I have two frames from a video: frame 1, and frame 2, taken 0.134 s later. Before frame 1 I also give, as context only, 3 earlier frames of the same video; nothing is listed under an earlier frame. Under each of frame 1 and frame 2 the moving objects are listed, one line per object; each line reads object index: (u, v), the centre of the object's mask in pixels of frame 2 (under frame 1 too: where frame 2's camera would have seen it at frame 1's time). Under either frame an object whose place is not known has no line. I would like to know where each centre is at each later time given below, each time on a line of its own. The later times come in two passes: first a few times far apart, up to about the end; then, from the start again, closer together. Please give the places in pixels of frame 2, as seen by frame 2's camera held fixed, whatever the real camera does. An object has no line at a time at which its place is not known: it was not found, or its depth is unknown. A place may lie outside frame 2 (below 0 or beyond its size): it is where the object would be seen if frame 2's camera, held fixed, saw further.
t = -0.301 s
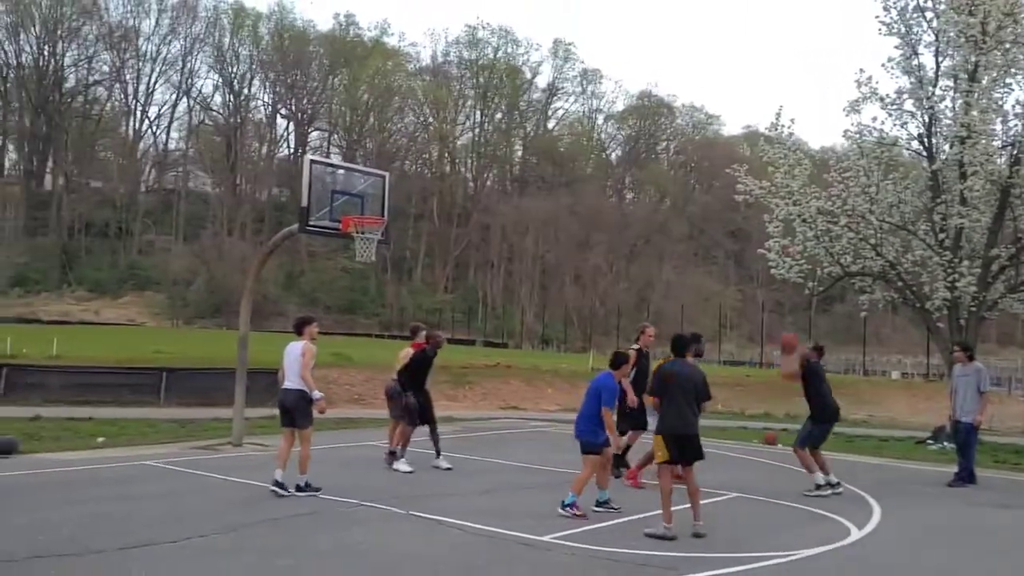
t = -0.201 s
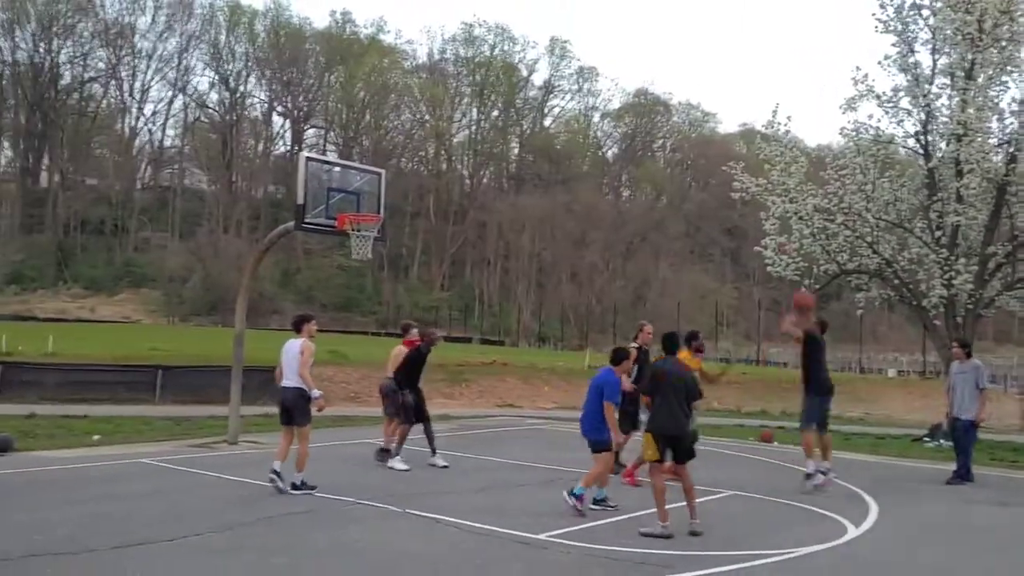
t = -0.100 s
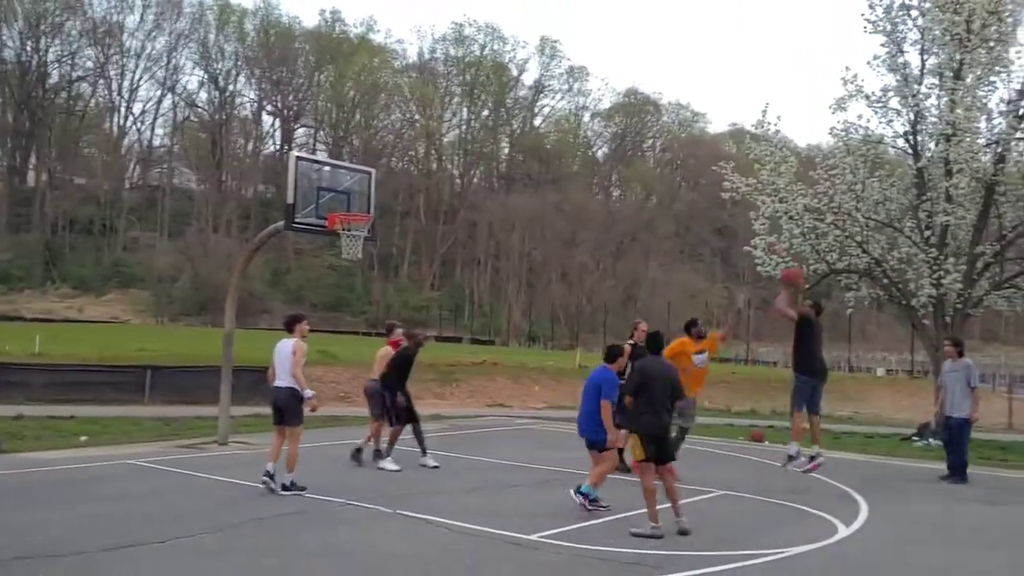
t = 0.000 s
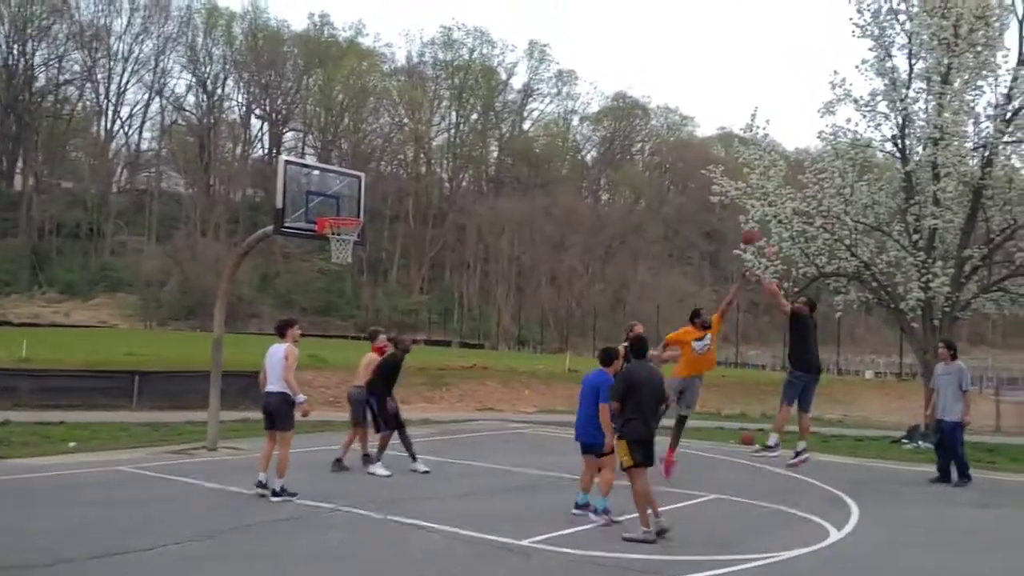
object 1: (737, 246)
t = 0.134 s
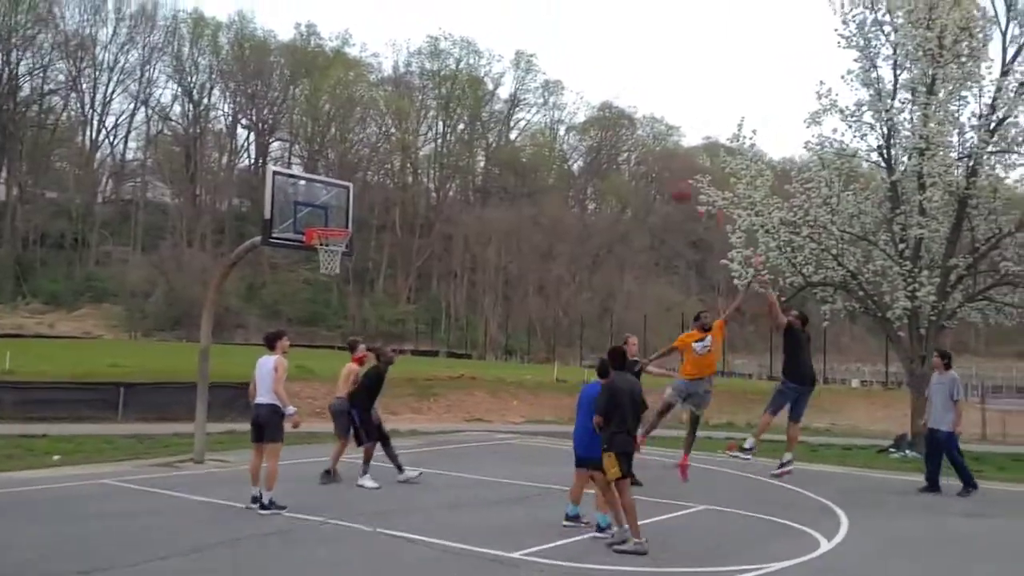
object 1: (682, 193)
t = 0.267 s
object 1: (629, 155)
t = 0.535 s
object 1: (523, 125)
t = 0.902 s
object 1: (381, 174)
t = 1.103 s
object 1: (323, 205)
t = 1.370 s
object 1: (331, 158)
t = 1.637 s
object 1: (338, 170)
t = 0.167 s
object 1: (669, 184)
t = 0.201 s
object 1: (655, 172)
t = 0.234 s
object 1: (642, 165)
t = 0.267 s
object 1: (629, 155)
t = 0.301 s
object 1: (616, 151)
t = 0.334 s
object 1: (603, 147)
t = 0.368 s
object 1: (590, 139)
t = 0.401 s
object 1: (578, 132)
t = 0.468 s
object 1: (549, 128)
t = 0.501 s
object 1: (537, 126)
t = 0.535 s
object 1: (523, 125)
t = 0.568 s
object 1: (509, 125)
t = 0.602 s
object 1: (496, 125)
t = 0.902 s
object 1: (381, 174)
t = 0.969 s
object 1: (349, 196)
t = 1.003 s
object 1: (336, 208)
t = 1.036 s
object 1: (321, 219)
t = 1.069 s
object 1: (322, 212)
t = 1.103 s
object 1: (323, 205)
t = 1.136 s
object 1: (325, 193)
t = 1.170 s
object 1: (327, 186)
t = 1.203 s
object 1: (328, 180)
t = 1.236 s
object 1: (327, 175)
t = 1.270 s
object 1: (329, 168)
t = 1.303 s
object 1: (330, 164)
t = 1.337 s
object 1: (330, 161)
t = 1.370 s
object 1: (331, 158)
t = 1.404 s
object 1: (332, 159)
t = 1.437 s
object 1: (332, 157)
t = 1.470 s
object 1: (333, 157)
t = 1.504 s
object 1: (335, 158)
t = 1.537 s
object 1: (337, 158)
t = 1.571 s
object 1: (336, 160)
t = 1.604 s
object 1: (337, 163)
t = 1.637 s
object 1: (338, 170)
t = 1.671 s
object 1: (338, 172)
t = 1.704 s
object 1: (338, 174)
